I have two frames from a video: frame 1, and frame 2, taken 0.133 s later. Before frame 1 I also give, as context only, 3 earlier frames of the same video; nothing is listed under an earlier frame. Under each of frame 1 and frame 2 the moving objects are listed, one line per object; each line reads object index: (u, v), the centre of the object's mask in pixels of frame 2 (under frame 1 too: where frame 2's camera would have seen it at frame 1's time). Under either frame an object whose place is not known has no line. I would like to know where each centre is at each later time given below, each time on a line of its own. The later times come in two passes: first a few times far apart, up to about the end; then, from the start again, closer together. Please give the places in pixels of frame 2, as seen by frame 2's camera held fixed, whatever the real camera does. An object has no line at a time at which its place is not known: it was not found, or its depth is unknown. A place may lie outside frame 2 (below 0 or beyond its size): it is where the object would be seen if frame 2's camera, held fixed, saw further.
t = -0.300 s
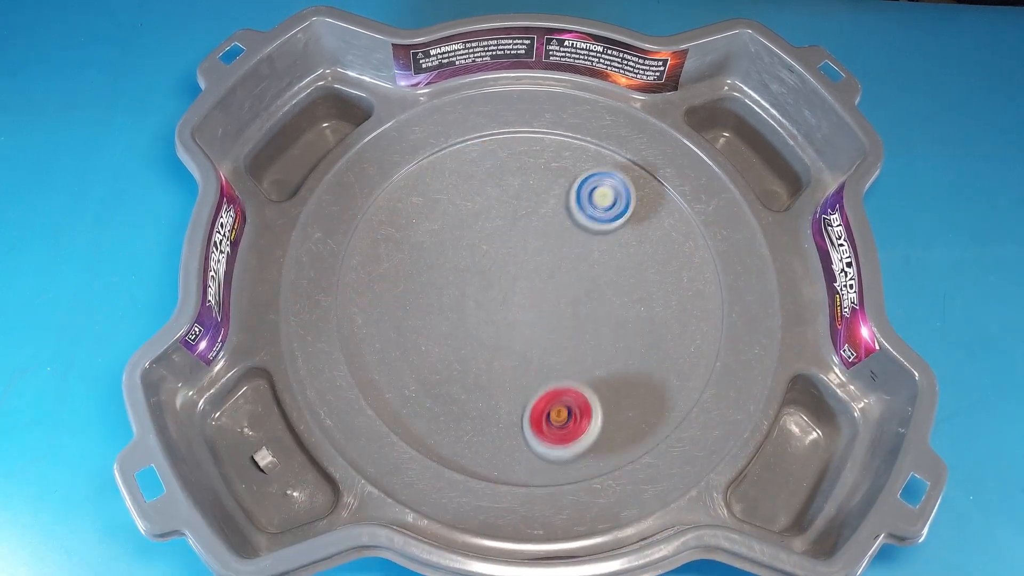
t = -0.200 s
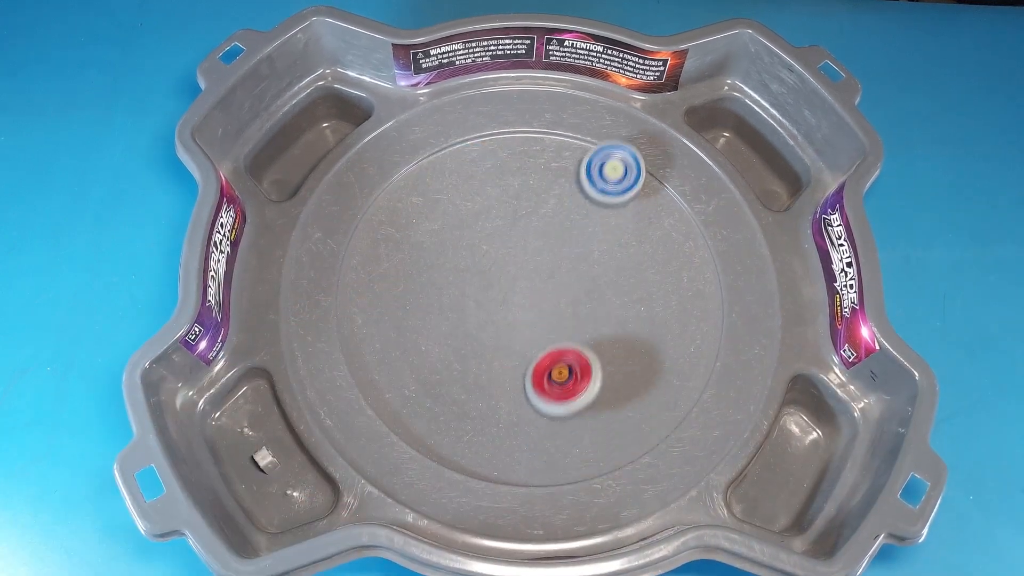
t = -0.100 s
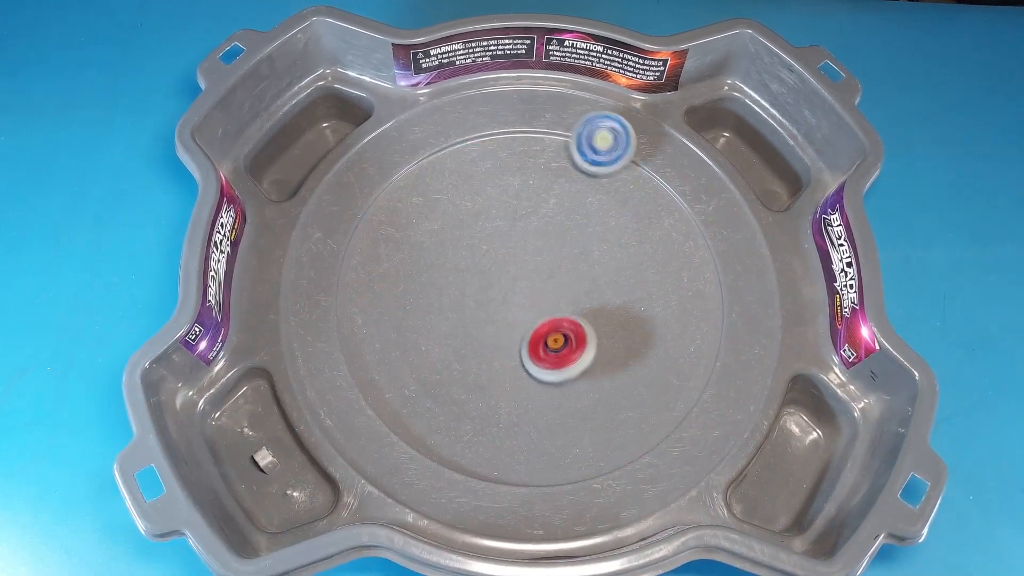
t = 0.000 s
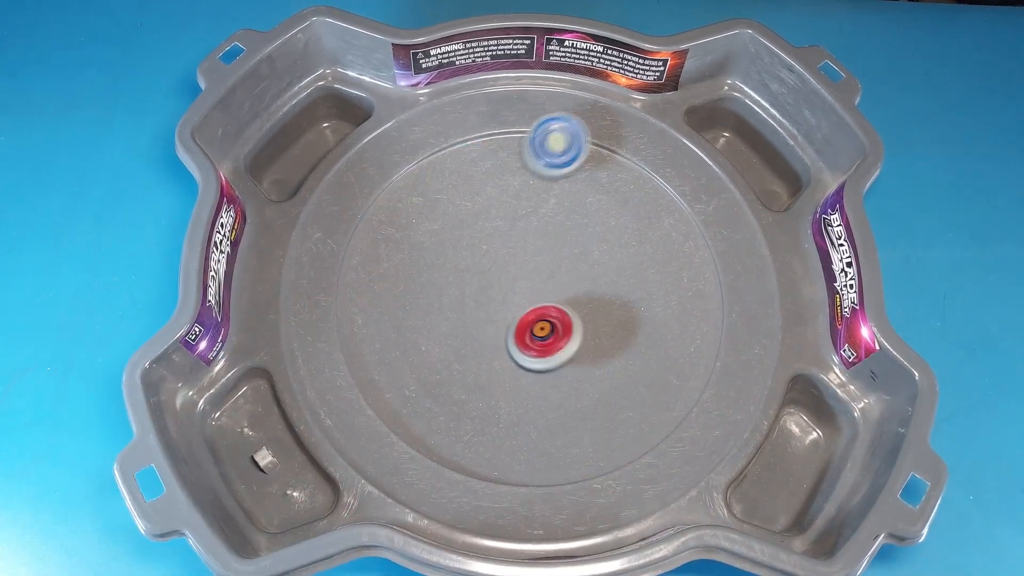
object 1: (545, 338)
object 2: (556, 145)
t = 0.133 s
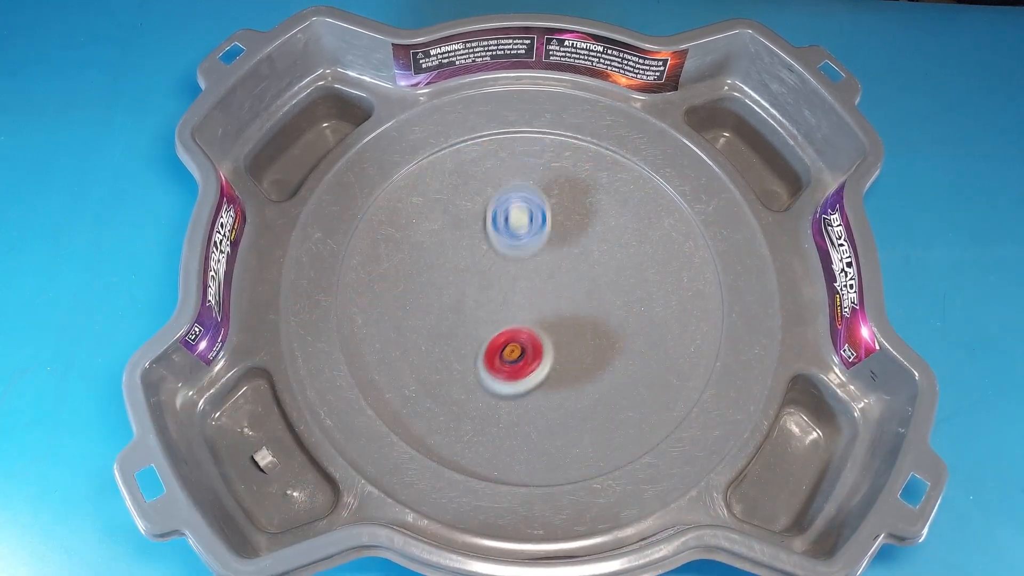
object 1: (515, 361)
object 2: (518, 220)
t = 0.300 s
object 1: (496, 441)
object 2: (577, 336)
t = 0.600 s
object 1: (585, 418)
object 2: (695, 268)
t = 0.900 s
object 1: (572, 417)
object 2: (564, 234)
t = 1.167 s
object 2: (460, 244)
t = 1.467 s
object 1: (578, 348)
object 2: (450, 235)
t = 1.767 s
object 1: (474, 312)
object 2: (412, 396)
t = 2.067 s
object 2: (599, 392)
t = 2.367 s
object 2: (452, 231)
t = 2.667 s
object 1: (480, 254)
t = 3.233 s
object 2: (465, 164)
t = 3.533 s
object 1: (581, 197)
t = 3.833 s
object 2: (630, 321)
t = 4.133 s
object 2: (520, 128)
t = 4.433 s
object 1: (605, 141)
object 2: (400, 317)
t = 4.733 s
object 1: (351, 282)
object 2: (671, 345)
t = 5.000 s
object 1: (618, 395)
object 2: (623, 159)
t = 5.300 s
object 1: (601, 133)
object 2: (422, 269)
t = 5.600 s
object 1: (372, 243)
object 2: (619, 427)
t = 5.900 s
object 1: (639, 420)
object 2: (678, 228)
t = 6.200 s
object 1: (607, 156)
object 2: (418, 280)
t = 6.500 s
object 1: (422, 340)
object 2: (556, 471)
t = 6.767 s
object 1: (673, 415)
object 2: (672, 305)
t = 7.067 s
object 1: (605, 183)
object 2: (449, 222)
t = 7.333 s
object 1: (395, 327)
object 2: (384, 407)
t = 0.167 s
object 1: (508, 374)
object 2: (520, 246)
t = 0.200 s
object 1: (501, 388)
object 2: (527, 272)
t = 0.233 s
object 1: (497, 405)
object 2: (539, 297)
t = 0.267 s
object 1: (495, 423)
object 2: (557, 318)
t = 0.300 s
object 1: (496, 441)
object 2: (577, 336)
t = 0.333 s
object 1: (501, 461)
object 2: (601, 350)
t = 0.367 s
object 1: (509, 471)
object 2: (627, 357)
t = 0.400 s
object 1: (522, 465)
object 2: (653, 359)
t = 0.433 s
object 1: (533, 458)
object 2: (677, 356)
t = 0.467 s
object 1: (545, 450)
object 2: (700, 350)
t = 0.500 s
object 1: (555, 443)
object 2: (719, 337)
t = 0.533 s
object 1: (574, 429)
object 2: (706, 300)
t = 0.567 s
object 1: (580, 423)
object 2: (700, 283)
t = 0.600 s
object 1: (585, 418)
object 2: (695, 268)
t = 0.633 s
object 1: (589, 414)
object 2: (689, 253)
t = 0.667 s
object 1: (591, 411)
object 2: (684, 238)
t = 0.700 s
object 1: (592, 408)
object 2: (678, 225)
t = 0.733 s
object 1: (591, 407)
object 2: (669, 214)
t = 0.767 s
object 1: (588, 407)
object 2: (653, 205)
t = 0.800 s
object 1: (585, 408)
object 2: (635, 203)
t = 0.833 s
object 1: (581, 410)
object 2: (611, 208)
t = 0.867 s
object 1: (576, 414)
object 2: (586, 217)
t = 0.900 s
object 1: (572, 417)
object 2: (564, 234)
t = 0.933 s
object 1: (571, 420)
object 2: (545, 254)
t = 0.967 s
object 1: (571, 424)
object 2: (531, 279)
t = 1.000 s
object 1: (573, 427)
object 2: (521, 307)
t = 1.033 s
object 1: (572, 431)
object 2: (517, 335)
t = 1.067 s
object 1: (568, 433)
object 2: (520, 363)
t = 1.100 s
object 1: (584, 470)
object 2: (504, 338)
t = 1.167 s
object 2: (460, 244)
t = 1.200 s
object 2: (444, 206)
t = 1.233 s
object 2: (432, 175)
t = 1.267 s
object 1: (617, 456)
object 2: (422, 148)
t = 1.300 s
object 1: (624, 441)
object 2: (426, 146)
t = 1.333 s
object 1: (629, 428)
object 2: (432, 153)
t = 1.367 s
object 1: (628, 416)
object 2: (440, 170)
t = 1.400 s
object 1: (617, 392)
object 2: (443, 186)
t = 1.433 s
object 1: (600, 371)
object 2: (445, 207)
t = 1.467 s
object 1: (578, 348)
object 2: (450, 235)
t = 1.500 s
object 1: (550, 329)
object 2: (450, 266)
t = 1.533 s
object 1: (524, 313)
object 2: (448, 295)
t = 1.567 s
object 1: (514, 306)
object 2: (420, 312)
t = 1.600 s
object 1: (509, 304)
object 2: (389, 331)
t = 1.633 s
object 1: (505, 308)
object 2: (364, 350)
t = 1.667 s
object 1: (499, 307)
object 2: (354, 367)
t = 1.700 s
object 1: (494, 308)
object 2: (374, 376)
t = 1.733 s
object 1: (484, 309)
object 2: (393, 386)
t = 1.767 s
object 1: (474, 312)
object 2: (412, 396)
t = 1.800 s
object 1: (464, 316)
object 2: (434, 407)
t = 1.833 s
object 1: (452, 321)
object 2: (454, 418)
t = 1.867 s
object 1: (440, 327)
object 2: (475, 429)
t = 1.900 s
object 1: (427, 336)
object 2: (496, 439)
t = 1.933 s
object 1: (416, 347)
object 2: (520, 445)
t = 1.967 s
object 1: (405, 359)
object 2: (546, 442)
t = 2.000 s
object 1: (395, 373)
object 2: (569, 431)
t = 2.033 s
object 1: (387, 389)
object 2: (587, 413)
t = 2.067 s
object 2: (599, 392)
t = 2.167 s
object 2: (594, 315)
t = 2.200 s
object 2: (579, 292)
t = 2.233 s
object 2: (559, 272)
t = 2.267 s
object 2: (534, 254)
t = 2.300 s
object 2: (509, 242)
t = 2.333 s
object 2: (481, 233)
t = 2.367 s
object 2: (452, 231)
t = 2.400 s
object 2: (424, 234)
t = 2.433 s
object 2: (396, 243)
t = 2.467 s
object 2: (371, 258)
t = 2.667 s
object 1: (480, 254)
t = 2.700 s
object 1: (461, 239)
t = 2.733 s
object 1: (439, 227)
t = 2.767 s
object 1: (418, 219)
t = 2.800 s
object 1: (396, 217)
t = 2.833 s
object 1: (374, 218)
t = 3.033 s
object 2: (600, 266)
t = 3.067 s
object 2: (588, 240)
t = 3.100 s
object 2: (570, 216)
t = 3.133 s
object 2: (548, 196)
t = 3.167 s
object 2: (522, 181)
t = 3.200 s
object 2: (494, 169)
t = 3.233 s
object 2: (465, 164)
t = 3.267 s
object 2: (437, 164)
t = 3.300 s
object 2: (410, 168)
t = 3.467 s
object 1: (603, 255)
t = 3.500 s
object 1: (593, 224)
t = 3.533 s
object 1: (581, 197)
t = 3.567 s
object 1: (561, 173)
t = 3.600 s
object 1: (538, 152)
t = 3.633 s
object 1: (511, 134)
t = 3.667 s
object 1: (482, 131)
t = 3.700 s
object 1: (455, 146)
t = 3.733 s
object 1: (425, 158)
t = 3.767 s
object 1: (396, 174)
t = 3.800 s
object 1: (373, 202)
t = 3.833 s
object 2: (630, 321)
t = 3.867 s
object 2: (641, 292)
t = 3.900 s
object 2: (644, 263)
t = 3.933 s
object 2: (641, 234)
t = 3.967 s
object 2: (633, 206)
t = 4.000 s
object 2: (620, 181)
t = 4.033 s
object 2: (602, 158)
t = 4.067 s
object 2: (579, 138)
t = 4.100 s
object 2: (553, 127)
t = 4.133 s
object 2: (520, 128)
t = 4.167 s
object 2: (489, 132)
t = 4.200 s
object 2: (458, 140)
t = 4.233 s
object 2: (430, 155)
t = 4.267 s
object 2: (407, 174)
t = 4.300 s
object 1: (665, 274)
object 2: (390, 199)
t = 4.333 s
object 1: (659, 236)
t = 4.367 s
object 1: (647, 203)
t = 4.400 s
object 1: (629, 169)
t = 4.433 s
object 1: (605, 141)
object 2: (400, 317)
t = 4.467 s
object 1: (572, 130)
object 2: (421, 347)
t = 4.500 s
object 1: (533, 133)
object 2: (450, 372)
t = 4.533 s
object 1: (498, 135)
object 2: (484, 390)
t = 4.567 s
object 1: (460, 140)
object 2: (518, 399)
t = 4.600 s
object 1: (428, 158)
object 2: (554, 402)
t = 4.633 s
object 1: (394, 181)
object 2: (589, 396)
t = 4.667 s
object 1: (369, 209)
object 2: (621, 385)
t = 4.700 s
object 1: (355, 243)
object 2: (649, 367)
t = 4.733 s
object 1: (351, 282)
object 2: (671, 345)
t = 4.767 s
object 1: (360, 319)
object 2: (688, 319)
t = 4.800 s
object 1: (381, 353)
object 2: (699, 291)
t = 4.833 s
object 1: (410, 384)
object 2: (705, 262)
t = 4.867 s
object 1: (450, 407)
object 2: (704, 235)
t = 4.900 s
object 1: (493, 419)
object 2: (692, 211)
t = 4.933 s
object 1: (538, 421)
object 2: (670, 192)
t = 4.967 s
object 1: (581, 412)
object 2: (648, 174)
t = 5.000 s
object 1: (618, 395)
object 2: (623, 159)
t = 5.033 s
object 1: (649, 369)
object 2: (596, 149)
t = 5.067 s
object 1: (674, 338)
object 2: (568, 145)
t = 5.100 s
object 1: (690, 305)
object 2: (540, 147)
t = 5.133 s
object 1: (697, 270)
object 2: (513, 158)
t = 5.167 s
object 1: (698, 235)
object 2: (488, 170)
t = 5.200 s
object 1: (684, 203)
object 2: (460, 192)
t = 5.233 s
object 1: (656, 179)
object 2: (443, 213)
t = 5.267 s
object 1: (629, 153)
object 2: (429, 239)
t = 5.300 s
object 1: (601, 133)
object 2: (422, 269)
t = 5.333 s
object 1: (571, 115)
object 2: (422, 300)
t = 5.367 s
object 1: (541, 101)
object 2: (430, 330)
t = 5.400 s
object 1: (509, 96)
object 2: (445, 359)
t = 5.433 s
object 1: (477, 103)
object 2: (465, 383)
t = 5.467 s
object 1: (447, 119)
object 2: (490, 404)
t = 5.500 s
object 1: (420, 140)
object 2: (522, 419)
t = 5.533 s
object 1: (397, 170)
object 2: (555, 428)
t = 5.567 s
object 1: (381, 205)
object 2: (589, 431)
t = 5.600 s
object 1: (372, 243)
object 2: (619, 427)
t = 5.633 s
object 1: (373, 283)
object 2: (648, 416)
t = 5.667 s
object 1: (384, 323)
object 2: (674, 400)
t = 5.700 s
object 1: (406, 360)
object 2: (696, 379)
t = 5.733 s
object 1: (437, 392)
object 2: (711, 354)
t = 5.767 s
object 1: (475, 416)
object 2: (718, 328)
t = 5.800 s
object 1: (517, 431)
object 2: (718, 300)
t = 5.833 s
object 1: (560, 435)
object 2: (711, 274)
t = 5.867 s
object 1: (601, 431)
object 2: (697, 249)
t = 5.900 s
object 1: (639, 420)
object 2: (678, 228)
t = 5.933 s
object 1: (673, 402)
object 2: (656, 211)
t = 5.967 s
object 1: (702, 377)
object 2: (629, 197)
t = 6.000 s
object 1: (718, 345)
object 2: (600, 191)
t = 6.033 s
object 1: (718, 312)
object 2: (569, 188)
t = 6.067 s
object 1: (713, 278)
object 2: (538, 190)
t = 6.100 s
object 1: (690, 216)
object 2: (479, 212)
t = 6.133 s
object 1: (666, 191)
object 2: (454, 232)
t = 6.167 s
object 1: (637, 170)
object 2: (433, 254)
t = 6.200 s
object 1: (607, 156)
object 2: (418, 280)
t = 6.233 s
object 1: (573, 150)
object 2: (409, 306)
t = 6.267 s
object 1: (539, 151)
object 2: (408, 333)
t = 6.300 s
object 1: (505, 162)
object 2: (412, 362)
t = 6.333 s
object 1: (472, 180)
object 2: (424, 392)
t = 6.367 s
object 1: (447, 205)
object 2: (440, 421)
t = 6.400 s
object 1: (428, 235)
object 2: (462, 448)
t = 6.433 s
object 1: (417, 269)
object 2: (488, 467)
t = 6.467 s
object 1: (415, 304)
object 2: (521, 473)
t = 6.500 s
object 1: (422, 340)
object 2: (556, 471)
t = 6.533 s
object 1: (438, 374)
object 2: (589, 464)
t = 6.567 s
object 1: (463, 406)
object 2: (618, 452)
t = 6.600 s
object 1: (496, 432)
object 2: (641, 435)
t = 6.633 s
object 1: (533, 450)
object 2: (658, 413)
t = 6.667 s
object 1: (574, 461)
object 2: (671, 388)
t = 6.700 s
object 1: (615, 460)
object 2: (678, 360)
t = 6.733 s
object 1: (646, 439)
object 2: (678, 332)
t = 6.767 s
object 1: (673, 415)
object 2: (672, 305)
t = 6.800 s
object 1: (697, 389)
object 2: (660, 281)
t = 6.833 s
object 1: (711, 357)
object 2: (640, 257)
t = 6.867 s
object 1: (718, 324)
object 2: (617, 237)
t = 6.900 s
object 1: (717, 293)
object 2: (591, 222)
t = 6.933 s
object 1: (708, 262)
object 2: (564, 213)
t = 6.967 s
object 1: (691, 234)
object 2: (535, 208)
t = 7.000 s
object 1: (667, 211)
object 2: (503, 208)
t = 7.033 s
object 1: (637, 194)
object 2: (474, 213)
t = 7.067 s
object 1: (605, 183)
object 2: (449, 222)
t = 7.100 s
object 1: (568, 179)
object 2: (426, 235)
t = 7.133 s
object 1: (531, 182)
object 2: (406, 252)
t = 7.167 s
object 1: (498, 191)
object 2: (387, 274)
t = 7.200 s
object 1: (464, 209)
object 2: (372, 299)
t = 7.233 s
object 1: (438, 232)
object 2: (363, 325)
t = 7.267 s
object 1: (417, 259)
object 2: (361, 353)
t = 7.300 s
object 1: (401, 291)
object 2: (368, 380)
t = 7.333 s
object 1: (395, 327)
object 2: (384, 407)
